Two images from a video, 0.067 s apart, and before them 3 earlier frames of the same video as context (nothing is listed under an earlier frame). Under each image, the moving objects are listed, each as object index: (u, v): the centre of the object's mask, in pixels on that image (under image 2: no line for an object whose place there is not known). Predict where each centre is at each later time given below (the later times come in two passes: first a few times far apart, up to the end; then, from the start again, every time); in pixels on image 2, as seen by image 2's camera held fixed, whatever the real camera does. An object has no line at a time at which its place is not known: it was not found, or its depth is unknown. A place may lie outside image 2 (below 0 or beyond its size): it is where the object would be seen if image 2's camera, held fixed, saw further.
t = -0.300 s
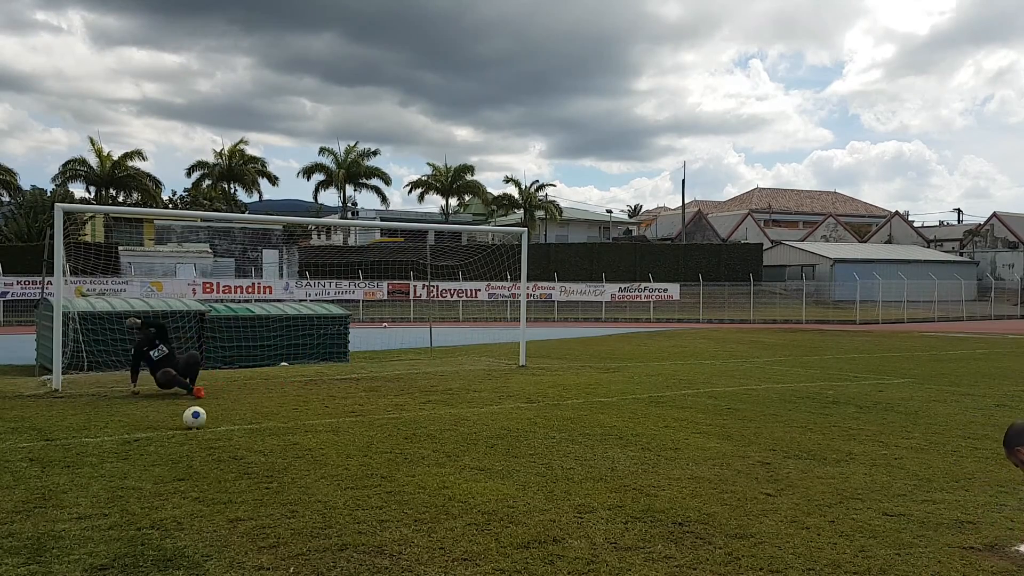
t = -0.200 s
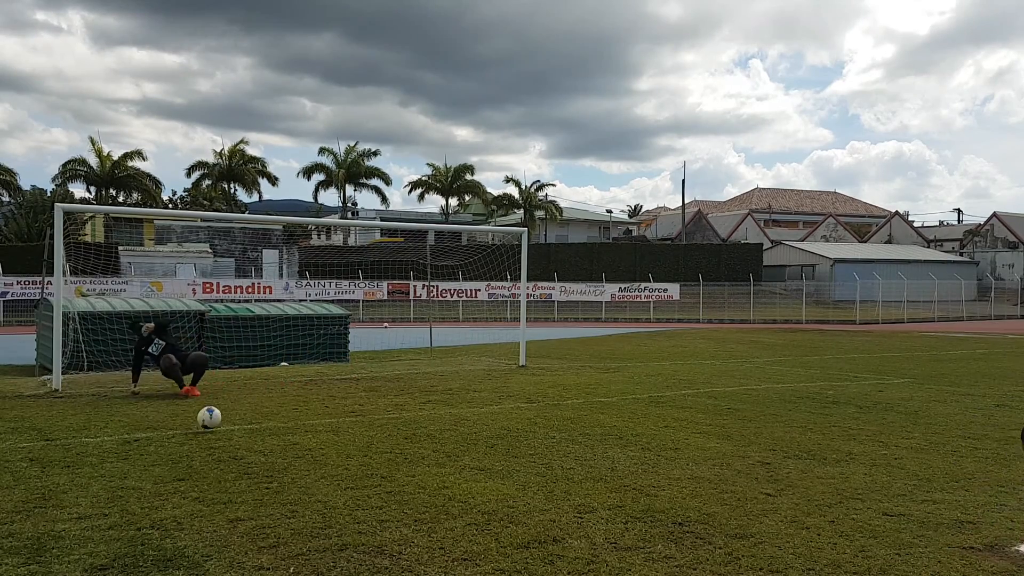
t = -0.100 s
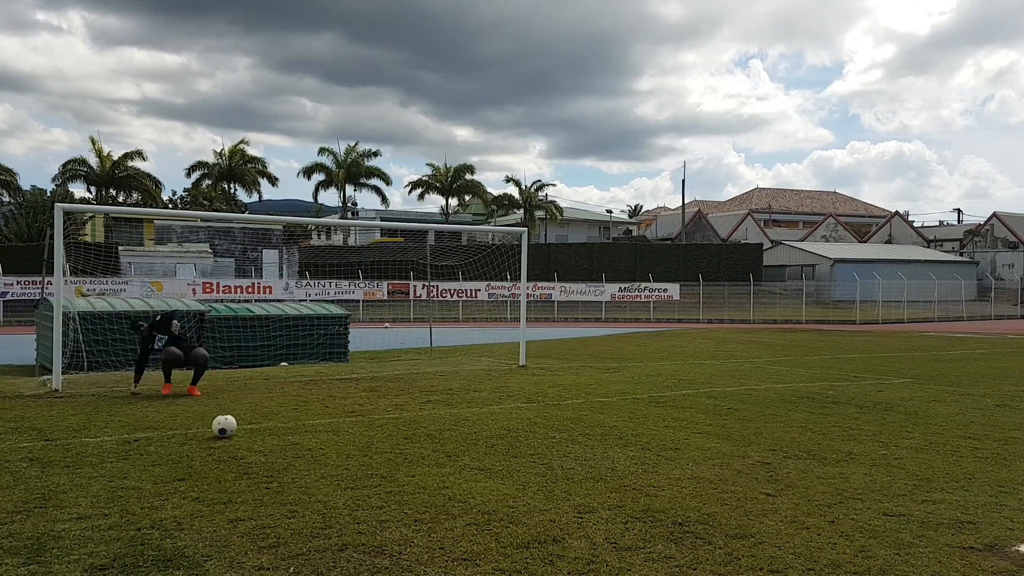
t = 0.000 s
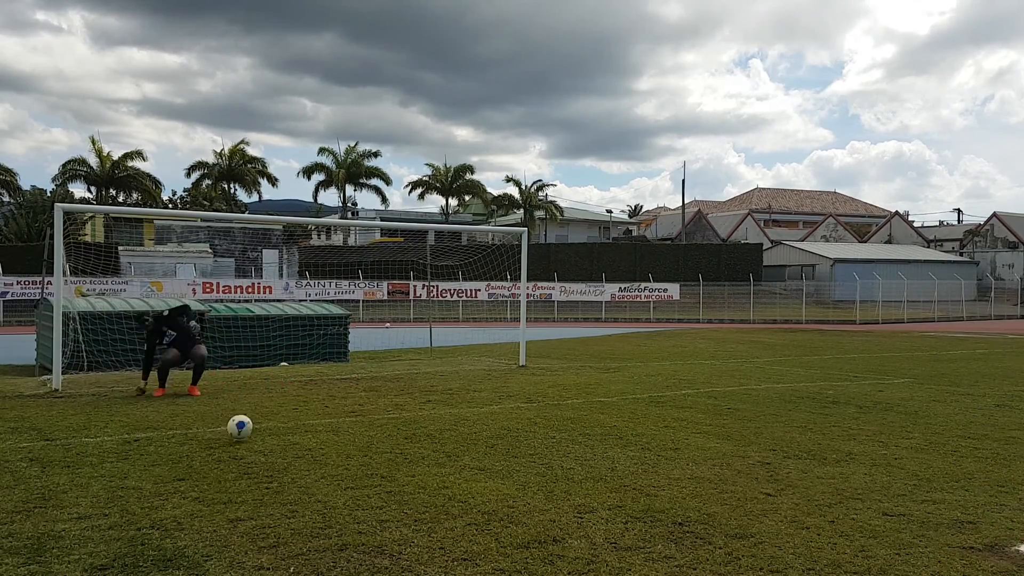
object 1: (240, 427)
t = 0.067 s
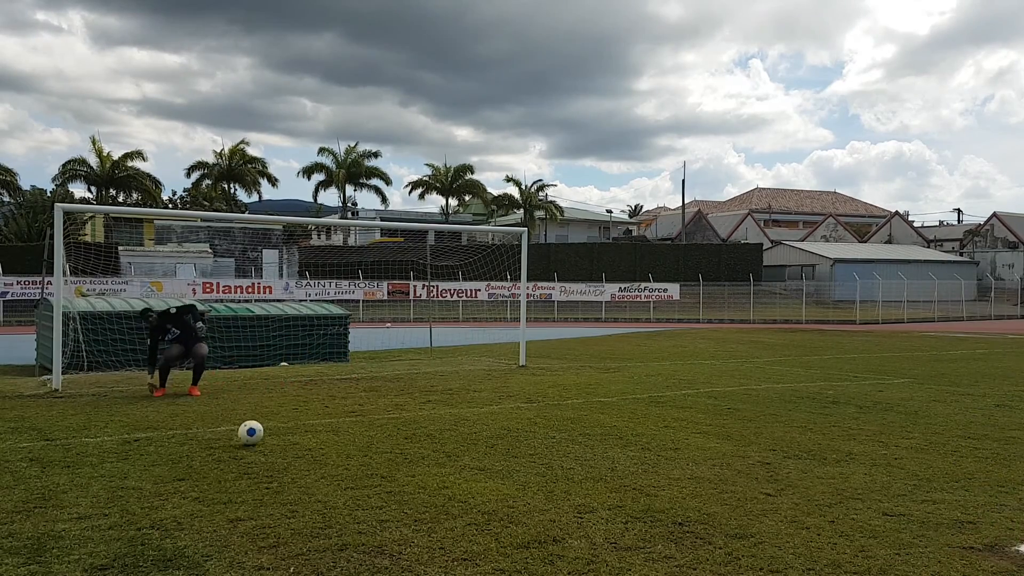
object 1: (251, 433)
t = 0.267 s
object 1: (285, 441)
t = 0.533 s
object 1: (335, 452)
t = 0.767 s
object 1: (386, 469)
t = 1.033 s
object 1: (448, 486)
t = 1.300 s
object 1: (516, 507)
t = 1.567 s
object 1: (591, 528)
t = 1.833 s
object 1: (675, 551)
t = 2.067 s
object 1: (754, 566)
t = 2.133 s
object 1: (778, 569)
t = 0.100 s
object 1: (256, 435)
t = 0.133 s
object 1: (261, 435)
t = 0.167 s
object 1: (267, 437)
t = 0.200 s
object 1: (274, 439)
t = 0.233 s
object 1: (279, 443)
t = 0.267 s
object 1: (285, 441)
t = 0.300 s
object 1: (291, 441)
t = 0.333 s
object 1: (297, 441)
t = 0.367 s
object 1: (303, 442)
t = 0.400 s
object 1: (309, 445)
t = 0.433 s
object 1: (315, 450)
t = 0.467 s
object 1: (322, 455)
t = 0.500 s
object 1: (329, 453)
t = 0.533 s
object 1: (335, 452)
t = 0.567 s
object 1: (342, 452)
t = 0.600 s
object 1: (349, 454)
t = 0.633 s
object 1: (357, 456)
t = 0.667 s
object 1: (364, 461)
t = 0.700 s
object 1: (371, 467)
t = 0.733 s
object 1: (378, 469)
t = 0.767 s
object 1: (386, 469)
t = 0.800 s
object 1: (393, 472)
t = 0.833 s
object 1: (400, 475)
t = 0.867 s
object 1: (408, 477)
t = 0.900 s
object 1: (416, 478)
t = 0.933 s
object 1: (423, 481)
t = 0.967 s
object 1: (432, 484)
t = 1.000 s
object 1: (440, 486)
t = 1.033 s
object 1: (448, 486)
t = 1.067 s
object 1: (456, 488)
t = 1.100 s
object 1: (465, 491)
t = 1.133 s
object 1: (474, 495)
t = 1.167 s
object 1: (482, 496)
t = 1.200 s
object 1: (490, 498)
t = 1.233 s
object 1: (499, 500)
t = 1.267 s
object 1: (508, 503)
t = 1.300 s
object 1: (516, 507)
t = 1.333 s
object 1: (525, 510)
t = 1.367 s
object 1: (534, 512)
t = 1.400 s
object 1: (543, 515)
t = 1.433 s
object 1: (552, 517)
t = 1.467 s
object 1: (562, 520)
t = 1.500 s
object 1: (571, 524)
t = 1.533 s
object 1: (582, 527)
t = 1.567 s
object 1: (591, 528)
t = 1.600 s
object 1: (601, 531)
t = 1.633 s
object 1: (612, 534)
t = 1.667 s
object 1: (622, 538)
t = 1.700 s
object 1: (632, 541)
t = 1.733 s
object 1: (642, 543)
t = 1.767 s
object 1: (653, 547)
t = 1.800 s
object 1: (664, 549)
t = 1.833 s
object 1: (675, 551)
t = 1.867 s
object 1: (685, 554)
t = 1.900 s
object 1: (697, 557)
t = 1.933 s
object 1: (708, 558)
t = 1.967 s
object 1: (720, 561)
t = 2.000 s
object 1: (731, 563)
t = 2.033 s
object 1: (742, 564)
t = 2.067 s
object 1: (754, 566)
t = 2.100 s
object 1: (766, 567)
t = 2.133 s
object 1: (778, 569)
